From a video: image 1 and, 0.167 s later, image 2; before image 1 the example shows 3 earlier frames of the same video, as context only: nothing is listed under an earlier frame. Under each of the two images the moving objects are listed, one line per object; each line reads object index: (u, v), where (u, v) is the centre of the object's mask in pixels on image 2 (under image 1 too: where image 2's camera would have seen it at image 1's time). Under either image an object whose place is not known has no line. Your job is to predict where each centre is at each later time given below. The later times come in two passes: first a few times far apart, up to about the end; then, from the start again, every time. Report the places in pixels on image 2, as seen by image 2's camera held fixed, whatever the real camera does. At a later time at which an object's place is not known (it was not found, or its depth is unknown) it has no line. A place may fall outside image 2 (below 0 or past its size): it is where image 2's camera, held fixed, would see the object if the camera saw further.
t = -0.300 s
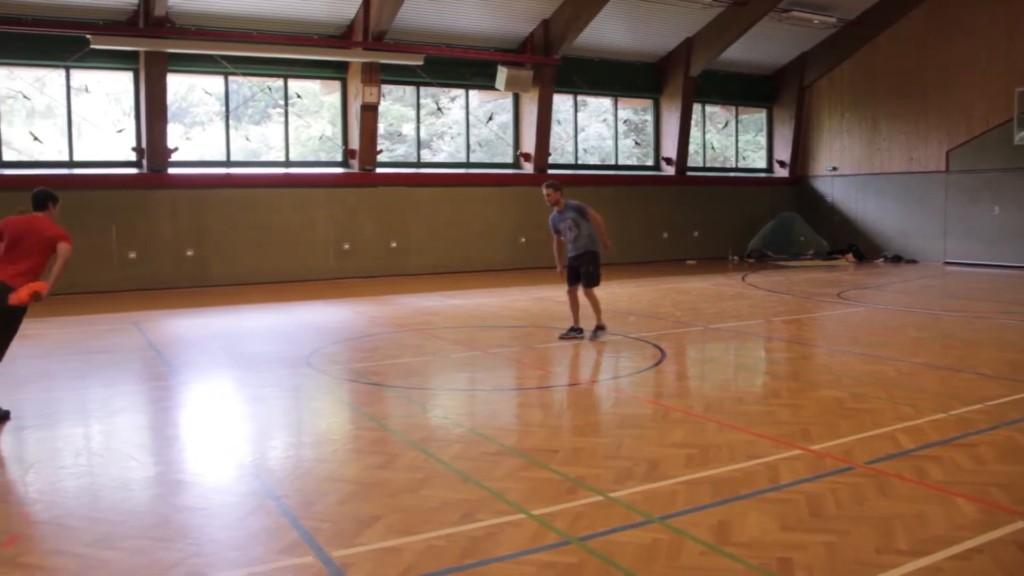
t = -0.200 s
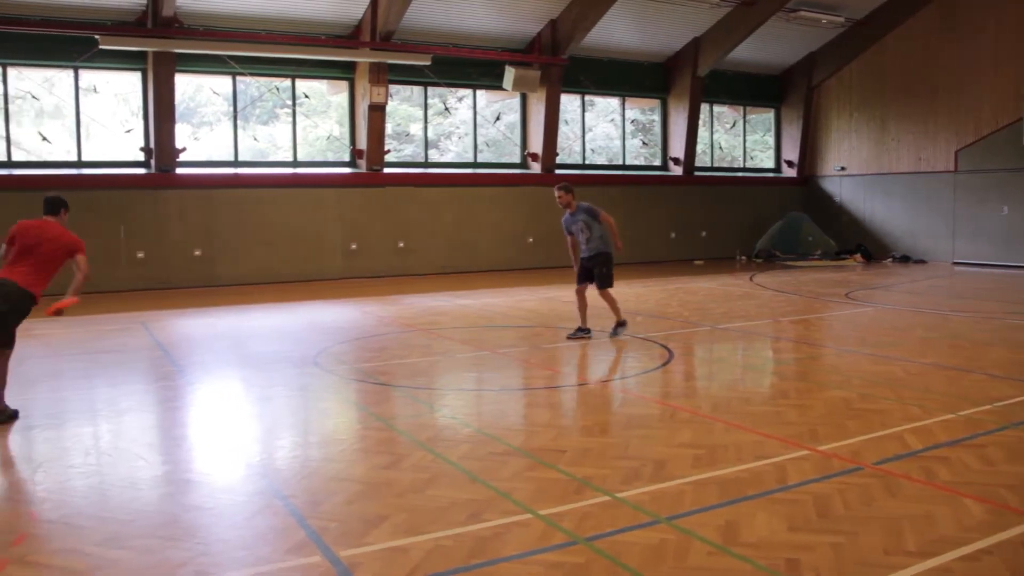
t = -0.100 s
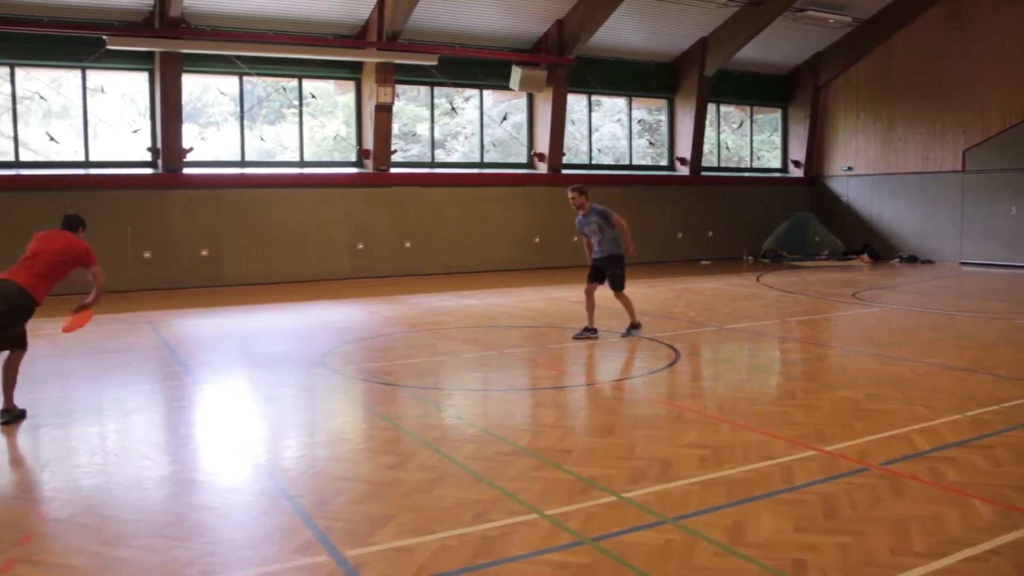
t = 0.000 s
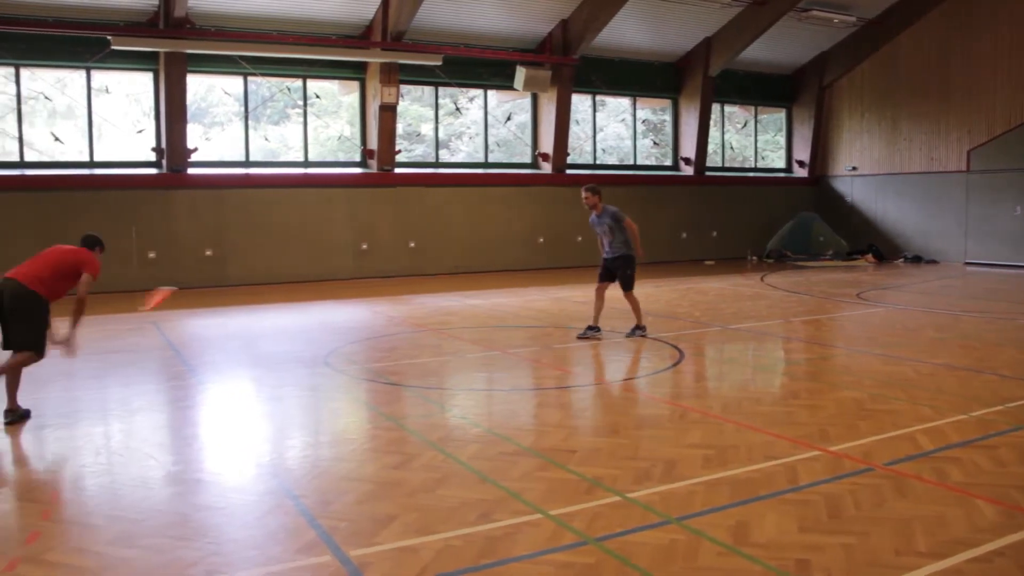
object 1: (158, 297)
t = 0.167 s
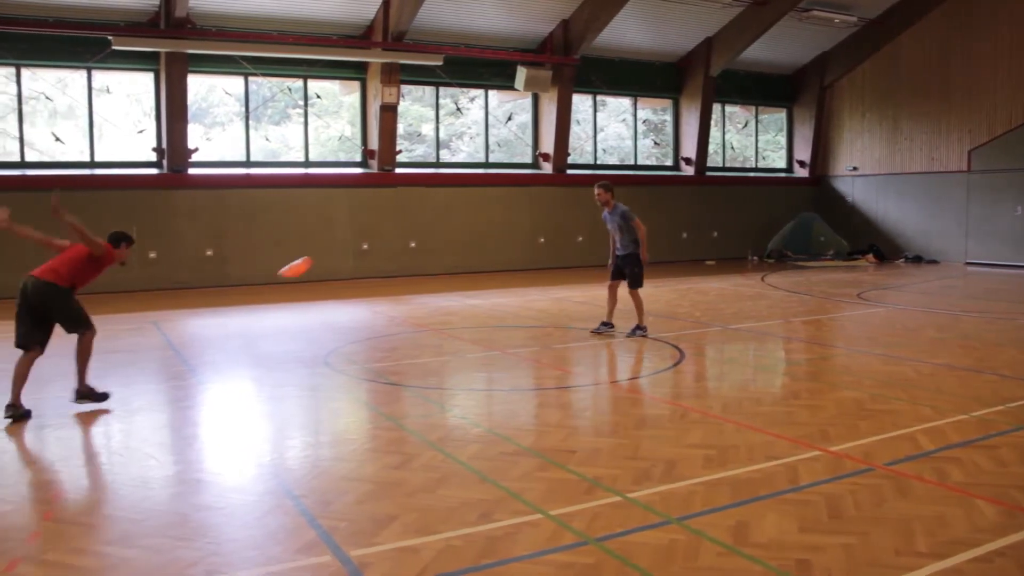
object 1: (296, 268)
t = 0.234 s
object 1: (340, 256)
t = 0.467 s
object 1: (457, 228)
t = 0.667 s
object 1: (532, 222)
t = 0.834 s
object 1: (581, 231)
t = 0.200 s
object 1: (318, 262)
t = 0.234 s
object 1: (340, 256)
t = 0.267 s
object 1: (359, 251)
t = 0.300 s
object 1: (378, 245)
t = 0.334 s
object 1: (394, 241)
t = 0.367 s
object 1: (411, 238)
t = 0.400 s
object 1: (427, 234)
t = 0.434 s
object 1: (443, 231)
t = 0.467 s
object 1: (457, 228)
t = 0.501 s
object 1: (472, 226)
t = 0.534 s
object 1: (485, 225)
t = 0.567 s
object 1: (498, 223)
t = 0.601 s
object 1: (510, 222)
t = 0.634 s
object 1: (521, 222)
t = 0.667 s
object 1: (532, 222)
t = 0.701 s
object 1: (543, 223)
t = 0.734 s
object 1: (553, 224)
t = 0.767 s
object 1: (563, 225)
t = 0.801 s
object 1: (572, 228)
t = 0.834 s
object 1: (581, 231)
